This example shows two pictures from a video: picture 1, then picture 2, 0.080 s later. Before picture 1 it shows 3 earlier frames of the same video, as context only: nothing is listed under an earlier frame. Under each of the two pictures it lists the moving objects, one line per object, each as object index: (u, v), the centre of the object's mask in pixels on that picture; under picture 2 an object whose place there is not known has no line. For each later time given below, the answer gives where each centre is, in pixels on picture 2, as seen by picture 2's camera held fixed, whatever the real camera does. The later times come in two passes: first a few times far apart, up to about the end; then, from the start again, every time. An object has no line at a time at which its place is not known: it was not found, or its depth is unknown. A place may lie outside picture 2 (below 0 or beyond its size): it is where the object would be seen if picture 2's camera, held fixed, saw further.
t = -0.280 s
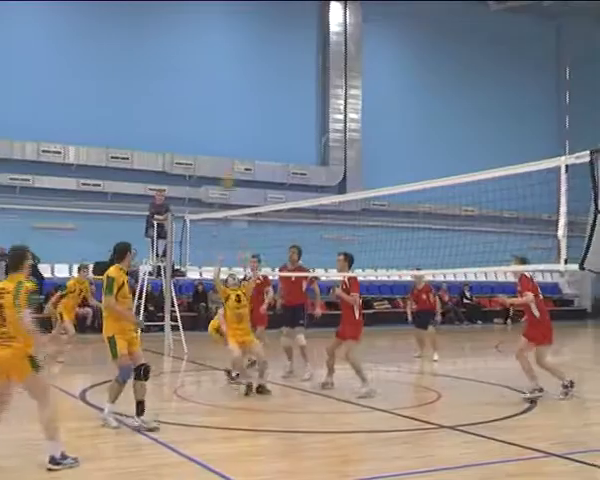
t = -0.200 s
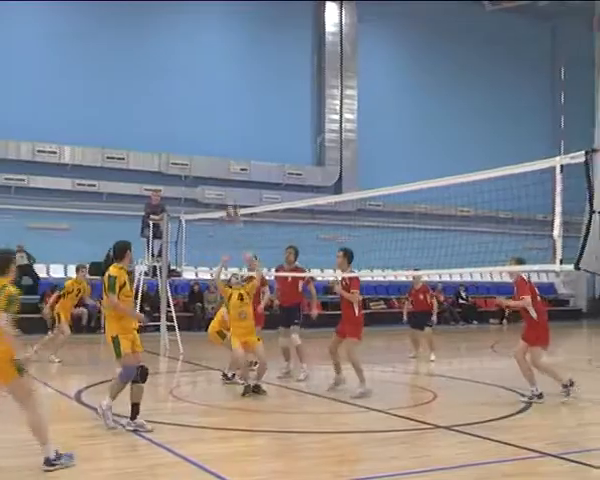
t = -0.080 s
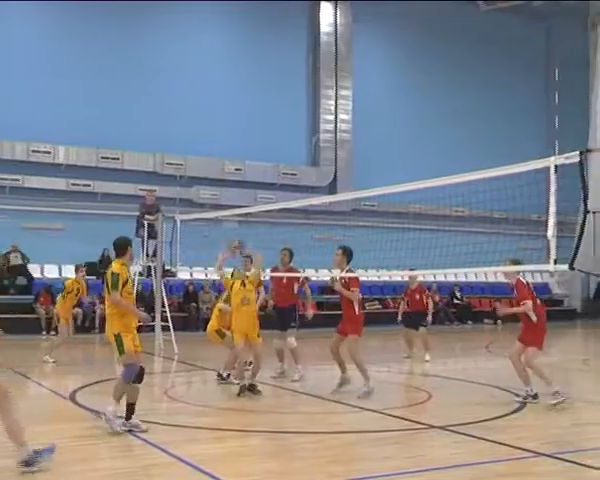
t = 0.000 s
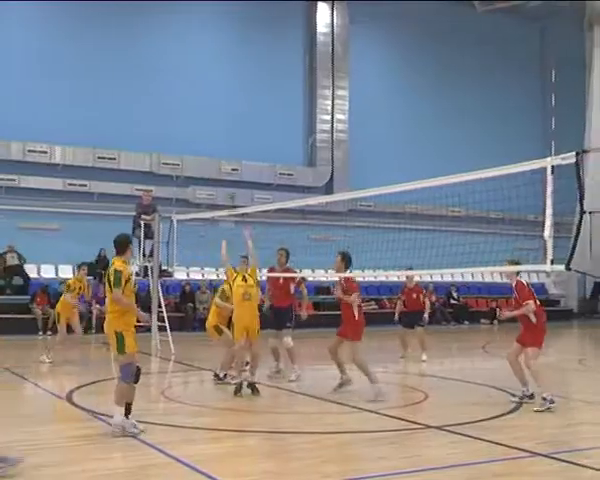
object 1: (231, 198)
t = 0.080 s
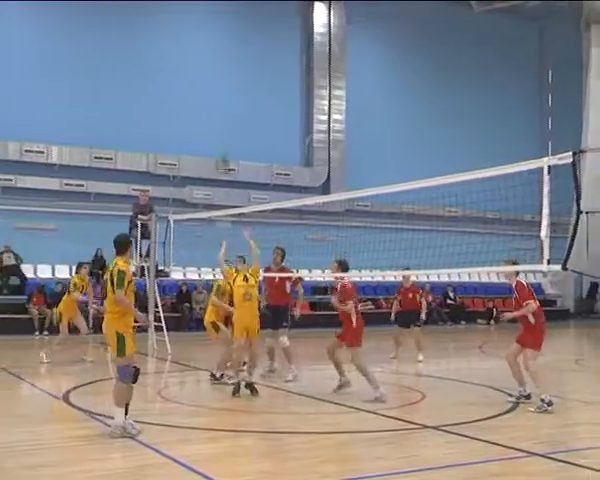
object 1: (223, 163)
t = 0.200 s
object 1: (217, 115)
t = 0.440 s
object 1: (207, 61)
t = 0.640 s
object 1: (201, 51)
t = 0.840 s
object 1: (195, 65)
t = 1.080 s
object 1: (186, 113)
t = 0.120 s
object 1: (222, 146)
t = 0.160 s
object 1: (220, 129)
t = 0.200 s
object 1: (217, 115)
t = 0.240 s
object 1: (216, 102)
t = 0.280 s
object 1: (213, 91)
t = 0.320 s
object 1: (211, 81)
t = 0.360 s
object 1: (211, 73)
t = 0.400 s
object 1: (209, 67)
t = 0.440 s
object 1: (207, 61)
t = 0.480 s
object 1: (206, 58)
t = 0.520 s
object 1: (205, 55)
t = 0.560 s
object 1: (203, 53)
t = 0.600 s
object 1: (202, 51)
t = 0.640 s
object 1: (201, 51)
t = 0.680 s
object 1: (200, 52)
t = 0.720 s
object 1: (199, 54)
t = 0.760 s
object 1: (197, 56)
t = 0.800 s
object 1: (196, 61)
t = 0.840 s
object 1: (195, 65)
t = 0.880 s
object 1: (193, 71)
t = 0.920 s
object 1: (191, 79)
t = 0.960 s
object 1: (190, 86)
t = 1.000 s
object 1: (189, 94)
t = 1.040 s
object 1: (187, 105)
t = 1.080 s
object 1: (186, 113)
